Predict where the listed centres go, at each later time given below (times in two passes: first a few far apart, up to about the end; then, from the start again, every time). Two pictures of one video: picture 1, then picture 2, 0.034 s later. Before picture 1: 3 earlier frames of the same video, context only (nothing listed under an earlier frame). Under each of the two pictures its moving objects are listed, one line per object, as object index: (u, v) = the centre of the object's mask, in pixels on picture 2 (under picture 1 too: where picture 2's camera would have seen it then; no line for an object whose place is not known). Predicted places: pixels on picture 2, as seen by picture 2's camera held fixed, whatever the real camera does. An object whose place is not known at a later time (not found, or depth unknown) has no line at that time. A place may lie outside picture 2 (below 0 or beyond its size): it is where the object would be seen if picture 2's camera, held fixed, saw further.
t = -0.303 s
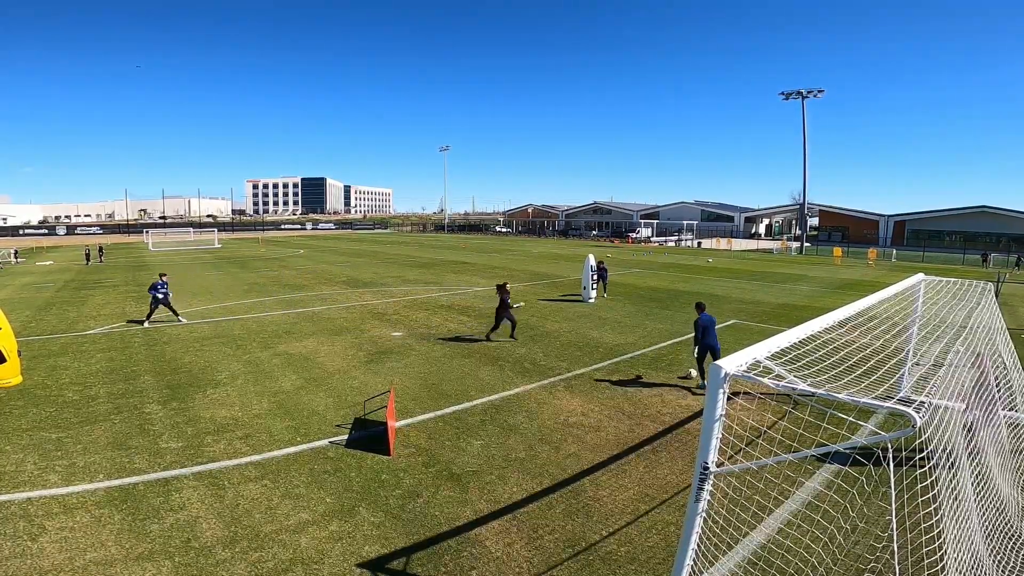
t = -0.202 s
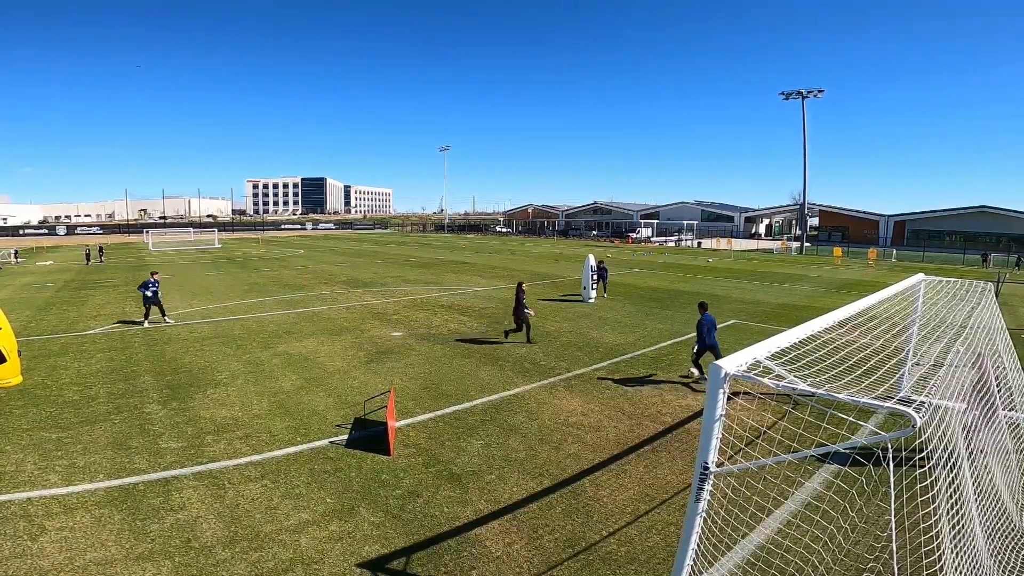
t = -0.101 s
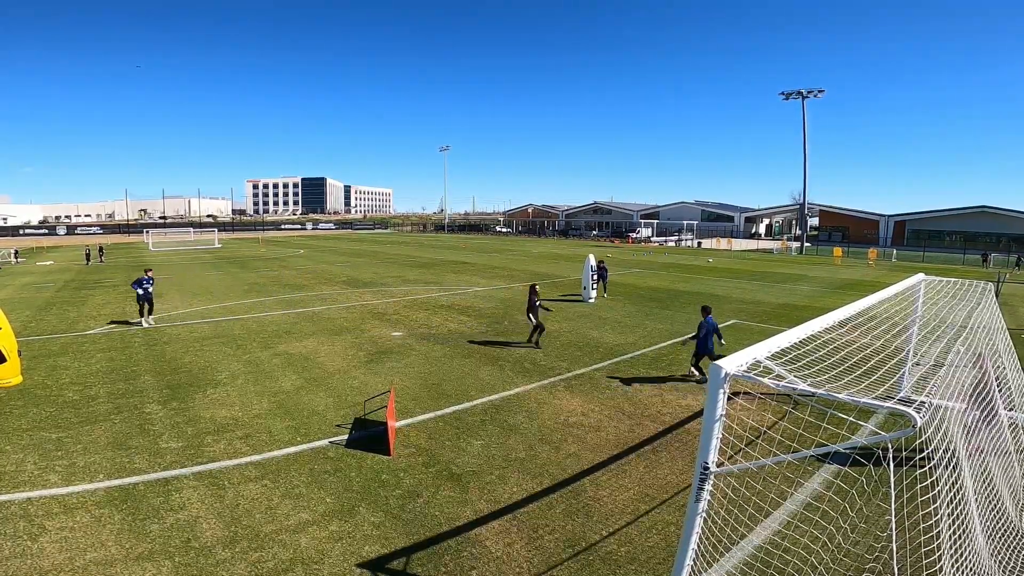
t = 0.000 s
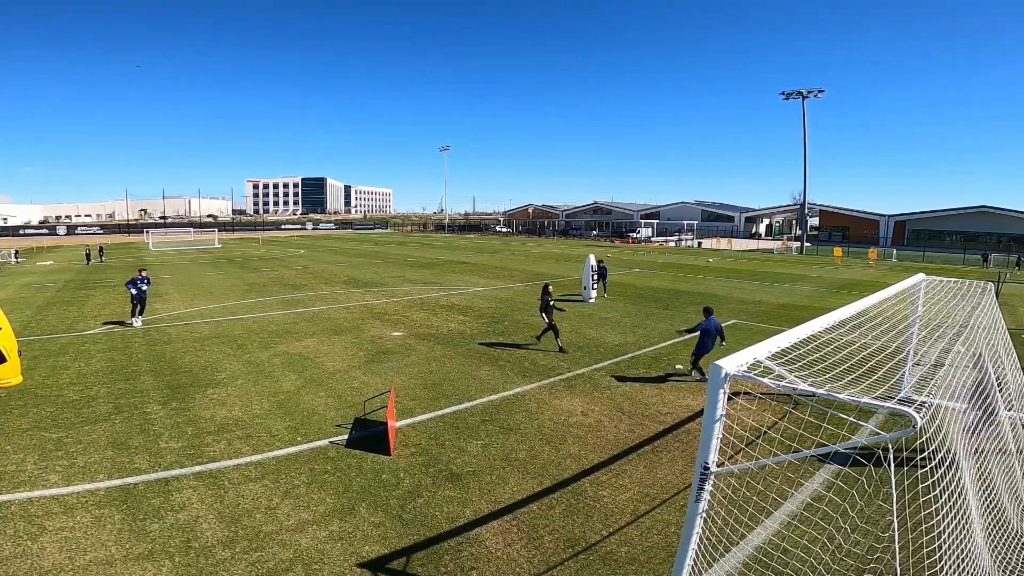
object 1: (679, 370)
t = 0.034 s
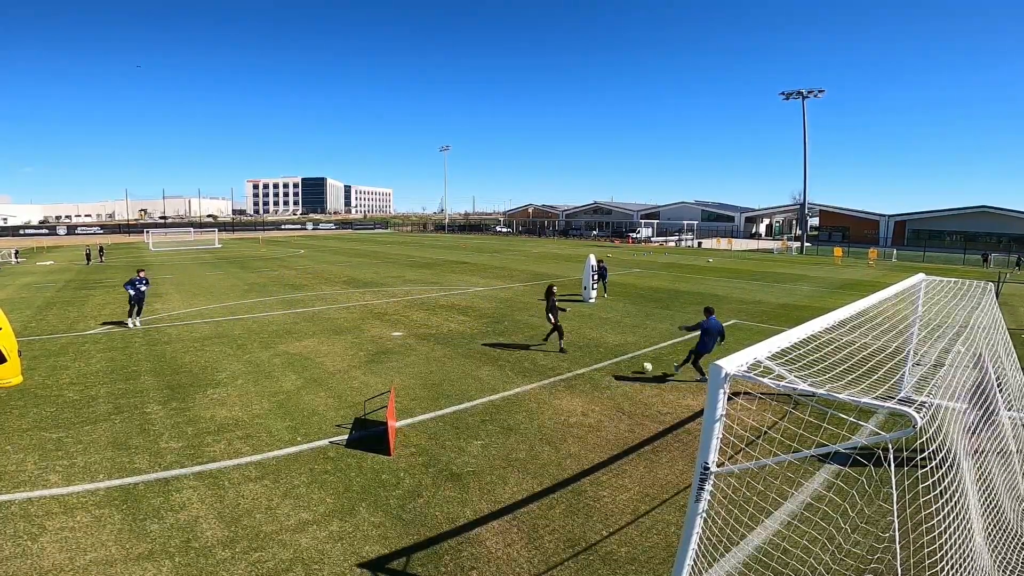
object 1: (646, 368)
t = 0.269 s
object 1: (454, 355)
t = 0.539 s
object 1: (296, 344)
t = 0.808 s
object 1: (188, 337)
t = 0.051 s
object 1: (631, 366)
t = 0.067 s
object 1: (616, 365)
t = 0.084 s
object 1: (601, 364)
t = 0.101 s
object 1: (586, 363)
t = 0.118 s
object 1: (571, 363)
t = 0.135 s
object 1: (556, 362)
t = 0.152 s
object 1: (542, 362)
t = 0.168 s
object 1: (527, 361)
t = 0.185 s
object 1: (514, 361)
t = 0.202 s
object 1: (502, 359)
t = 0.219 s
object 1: (490, 358)
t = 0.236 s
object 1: (478, 356)
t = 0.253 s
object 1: (464, 355)
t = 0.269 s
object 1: (454, 355)
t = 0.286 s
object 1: (441, 354)
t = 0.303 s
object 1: (430, 354)
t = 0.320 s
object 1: (420, 353)
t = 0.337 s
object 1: (408, 352)
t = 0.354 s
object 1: (398, 352)
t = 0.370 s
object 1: (387, 352)
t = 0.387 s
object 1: (377, 350)
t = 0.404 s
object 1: (368, 349)
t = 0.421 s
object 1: (358, 348)
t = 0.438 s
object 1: (349, 347)
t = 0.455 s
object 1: (339, 346)
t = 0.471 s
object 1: (331, 346)
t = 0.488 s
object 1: (321, 345)
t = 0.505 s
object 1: (313, 345)
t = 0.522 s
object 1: (304, 344)
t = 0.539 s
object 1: (296, 344)
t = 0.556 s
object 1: (287, 344)
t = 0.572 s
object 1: (279, 344)
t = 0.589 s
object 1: (273, 343)
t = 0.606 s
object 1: (265, 342)
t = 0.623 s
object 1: (259, 341)
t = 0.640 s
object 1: (251, 340)
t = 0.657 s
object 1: (245, 339)
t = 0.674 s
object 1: (238, 339)
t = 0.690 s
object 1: (231, 338)
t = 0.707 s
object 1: (225, 338)
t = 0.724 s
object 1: (218, 338)
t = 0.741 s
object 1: (212, 338)
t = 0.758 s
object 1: (205, 338)
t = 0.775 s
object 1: (199, 338)
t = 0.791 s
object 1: (193, 337)
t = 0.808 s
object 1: (188, 337)
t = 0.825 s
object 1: (183, 336)
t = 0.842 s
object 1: (178, 335)
